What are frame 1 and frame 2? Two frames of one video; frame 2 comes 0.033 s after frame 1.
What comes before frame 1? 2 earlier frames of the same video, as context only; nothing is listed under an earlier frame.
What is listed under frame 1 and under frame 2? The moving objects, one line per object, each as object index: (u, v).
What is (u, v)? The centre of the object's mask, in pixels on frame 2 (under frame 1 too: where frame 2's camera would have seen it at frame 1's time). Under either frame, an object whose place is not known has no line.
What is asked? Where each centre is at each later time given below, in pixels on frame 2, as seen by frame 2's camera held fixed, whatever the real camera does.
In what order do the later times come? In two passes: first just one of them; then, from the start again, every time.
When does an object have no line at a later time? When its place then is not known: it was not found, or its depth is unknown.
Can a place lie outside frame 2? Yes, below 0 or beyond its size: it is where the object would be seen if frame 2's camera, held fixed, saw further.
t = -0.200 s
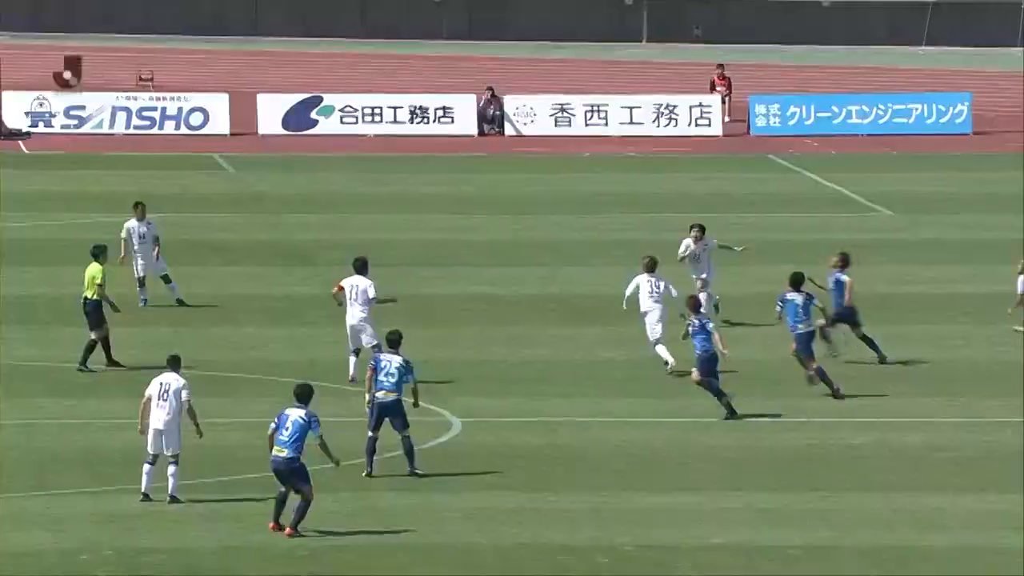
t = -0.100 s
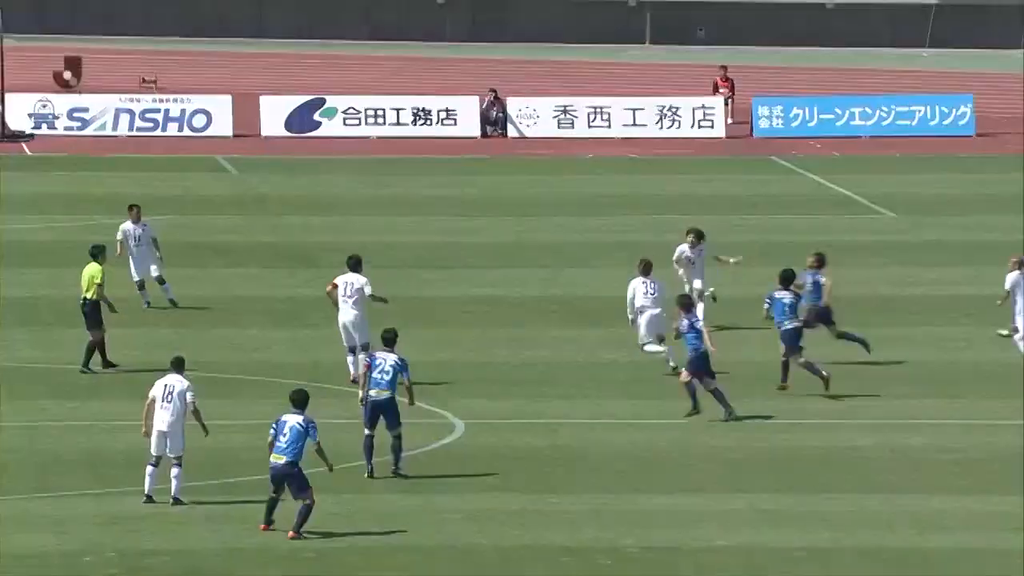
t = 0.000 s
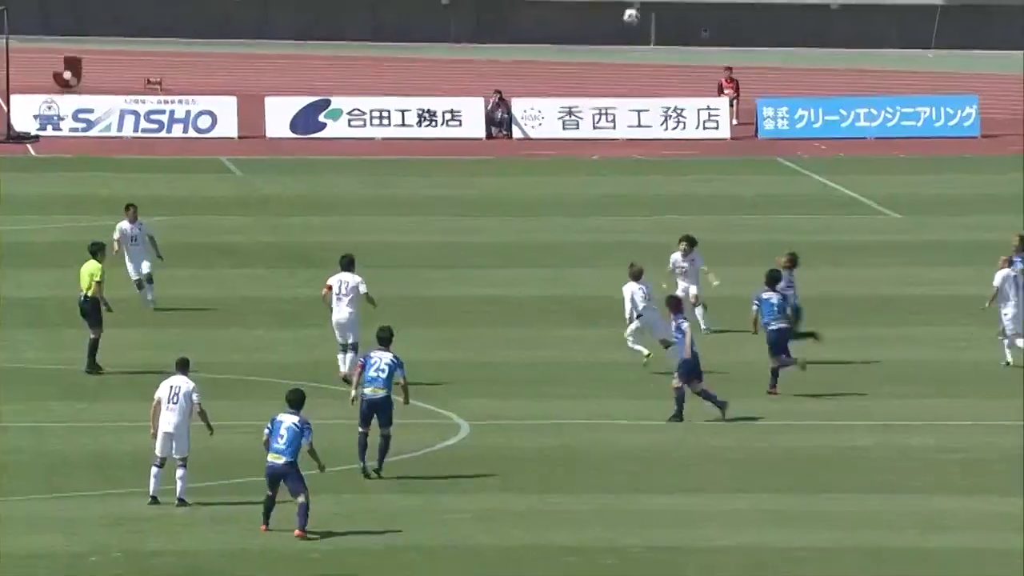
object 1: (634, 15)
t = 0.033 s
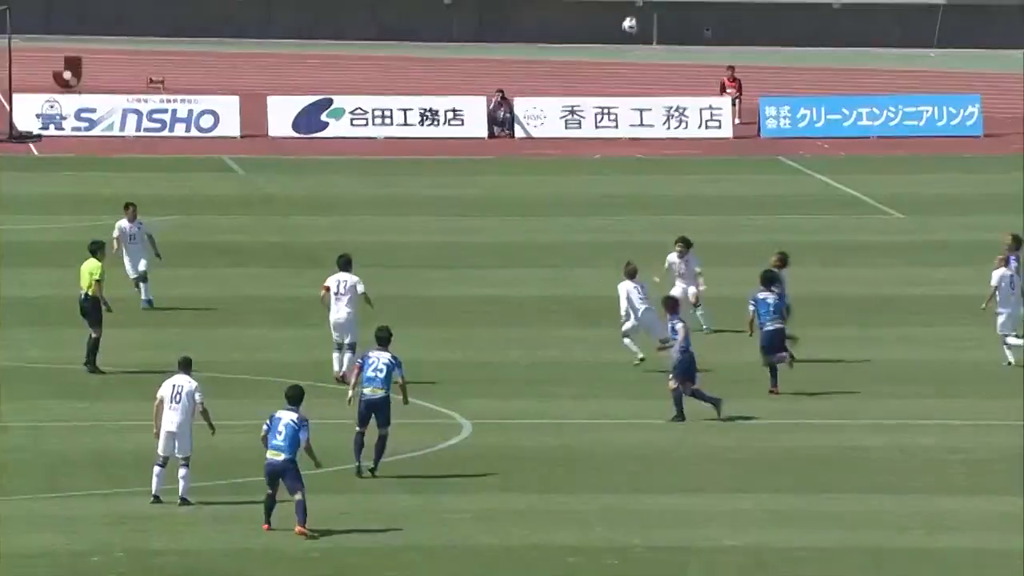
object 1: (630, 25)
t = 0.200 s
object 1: (616, 70)
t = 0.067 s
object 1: (628, 30)
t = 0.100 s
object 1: (624, 39)
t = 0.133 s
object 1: (621, 51)
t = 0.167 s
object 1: (620, 57)
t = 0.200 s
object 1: (616, 70)
